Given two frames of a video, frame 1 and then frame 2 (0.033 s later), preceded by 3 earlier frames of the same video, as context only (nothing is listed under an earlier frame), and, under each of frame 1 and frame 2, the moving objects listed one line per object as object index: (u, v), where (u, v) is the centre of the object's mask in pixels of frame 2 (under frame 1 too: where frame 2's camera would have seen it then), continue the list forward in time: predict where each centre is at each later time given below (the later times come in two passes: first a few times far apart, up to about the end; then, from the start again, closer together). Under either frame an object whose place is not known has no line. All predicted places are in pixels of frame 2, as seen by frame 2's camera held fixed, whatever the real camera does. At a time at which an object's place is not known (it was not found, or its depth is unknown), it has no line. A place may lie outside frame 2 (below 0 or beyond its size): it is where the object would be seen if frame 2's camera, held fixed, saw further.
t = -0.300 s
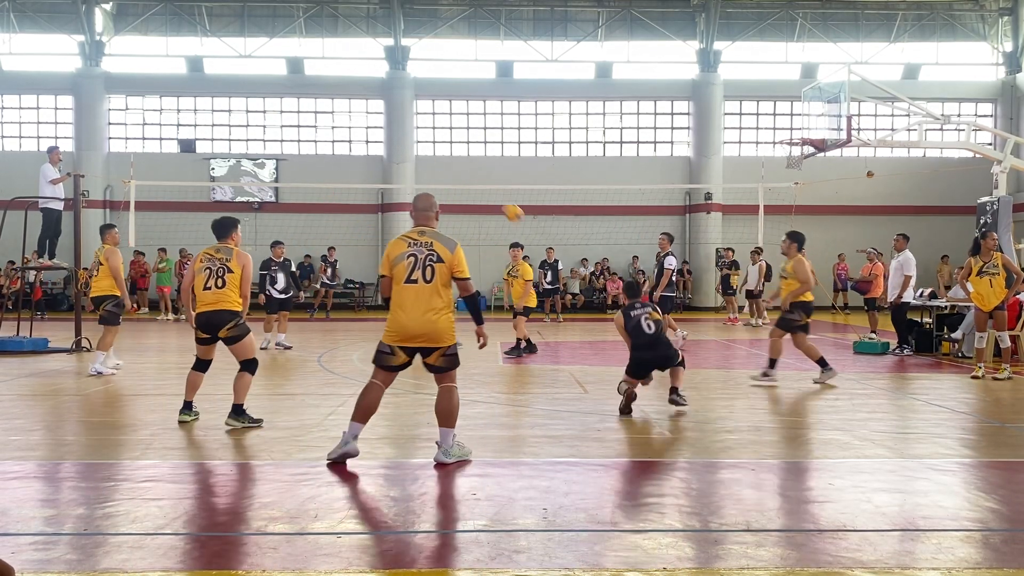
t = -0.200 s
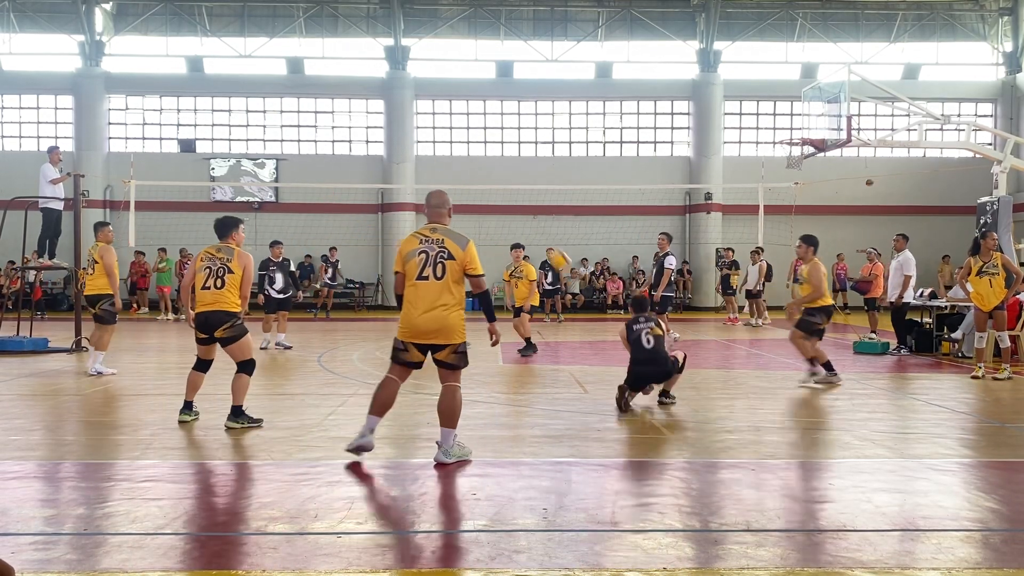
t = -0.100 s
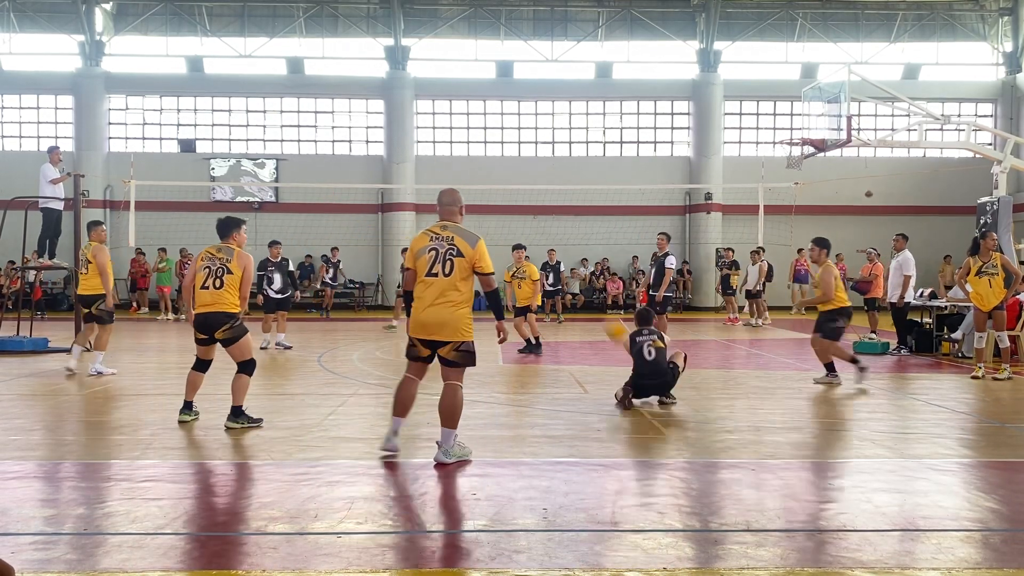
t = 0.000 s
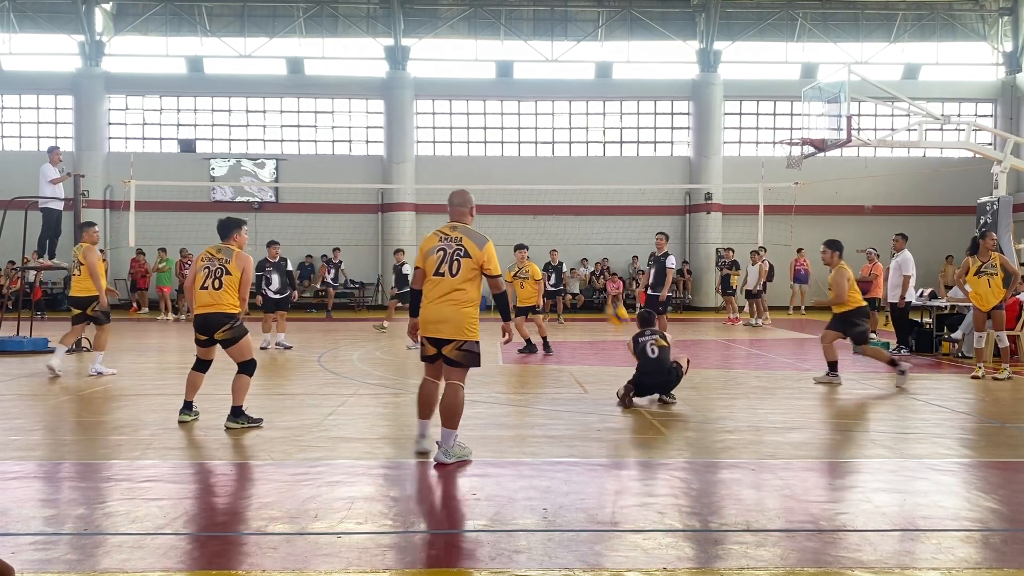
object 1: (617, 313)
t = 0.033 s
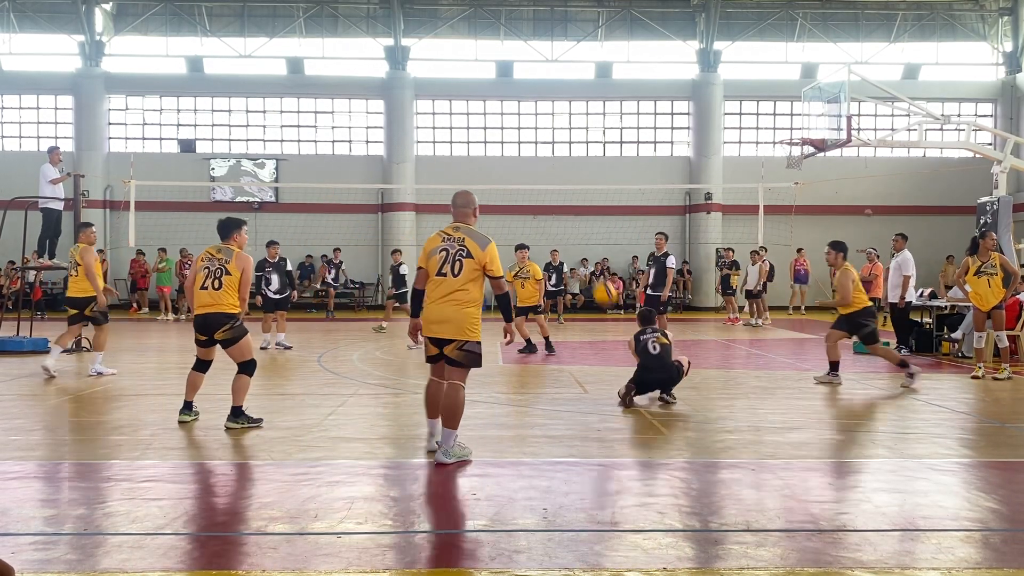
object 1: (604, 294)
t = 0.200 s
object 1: (547, 201)
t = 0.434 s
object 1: (472, 126)
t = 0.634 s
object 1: (415, 104)
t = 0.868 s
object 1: (356, 123)
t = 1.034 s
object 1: (316, 161)
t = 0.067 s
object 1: (592, 272)
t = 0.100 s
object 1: (580, 251)
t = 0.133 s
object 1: (569, 233)
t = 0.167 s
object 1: (556, 216)
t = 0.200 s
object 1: (547, 201)
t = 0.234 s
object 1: (535, 187)
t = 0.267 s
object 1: (523, 174)
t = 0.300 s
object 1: (514, 163)
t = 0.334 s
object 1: (503, 153)
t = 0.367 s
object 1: (492, 142)
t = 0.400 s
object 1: (482, 134)
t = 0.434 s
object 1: (472, 126)
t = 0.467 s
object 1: (462, 120)
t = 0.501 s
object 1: (452, 115)
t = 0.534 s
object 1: (443, 111)
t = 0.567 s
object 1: (434, 107)
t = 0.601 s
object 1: (425, 105)
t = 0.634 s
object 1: (415, 104)
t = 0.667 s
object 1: (406, 104)
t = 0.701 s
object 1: (399, 104)
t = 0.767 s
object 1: (383, 109)
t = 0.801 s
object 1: (372, 113)
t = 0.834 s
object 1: (364, 117)
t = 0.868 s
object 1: (356, 123)
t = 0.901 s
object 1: (348, 128)
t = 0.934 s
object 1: (339, 135)
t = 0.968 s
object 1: (332, 143)
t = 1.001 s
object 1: (324, 152)
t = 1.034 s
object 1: (316, 161)
